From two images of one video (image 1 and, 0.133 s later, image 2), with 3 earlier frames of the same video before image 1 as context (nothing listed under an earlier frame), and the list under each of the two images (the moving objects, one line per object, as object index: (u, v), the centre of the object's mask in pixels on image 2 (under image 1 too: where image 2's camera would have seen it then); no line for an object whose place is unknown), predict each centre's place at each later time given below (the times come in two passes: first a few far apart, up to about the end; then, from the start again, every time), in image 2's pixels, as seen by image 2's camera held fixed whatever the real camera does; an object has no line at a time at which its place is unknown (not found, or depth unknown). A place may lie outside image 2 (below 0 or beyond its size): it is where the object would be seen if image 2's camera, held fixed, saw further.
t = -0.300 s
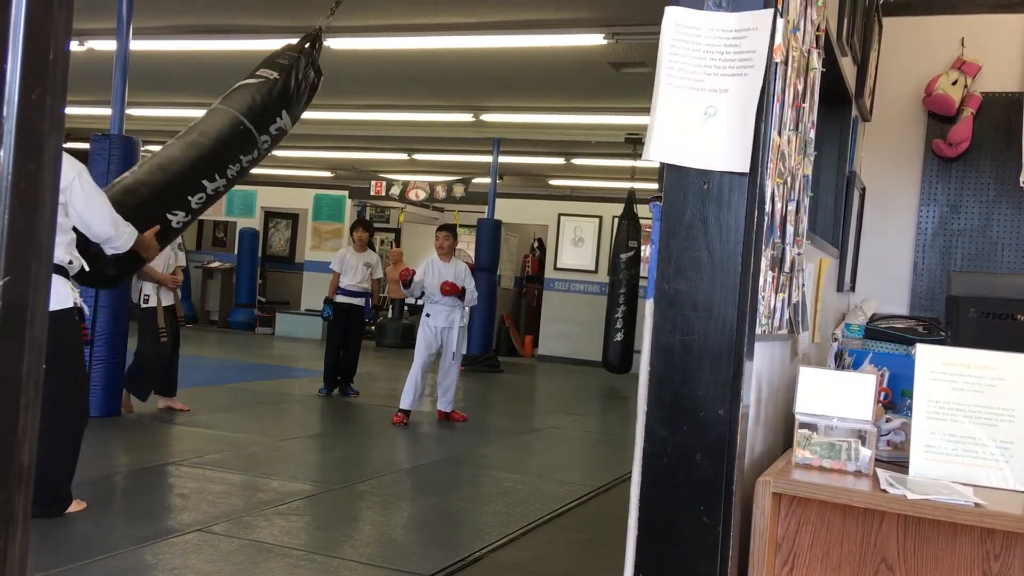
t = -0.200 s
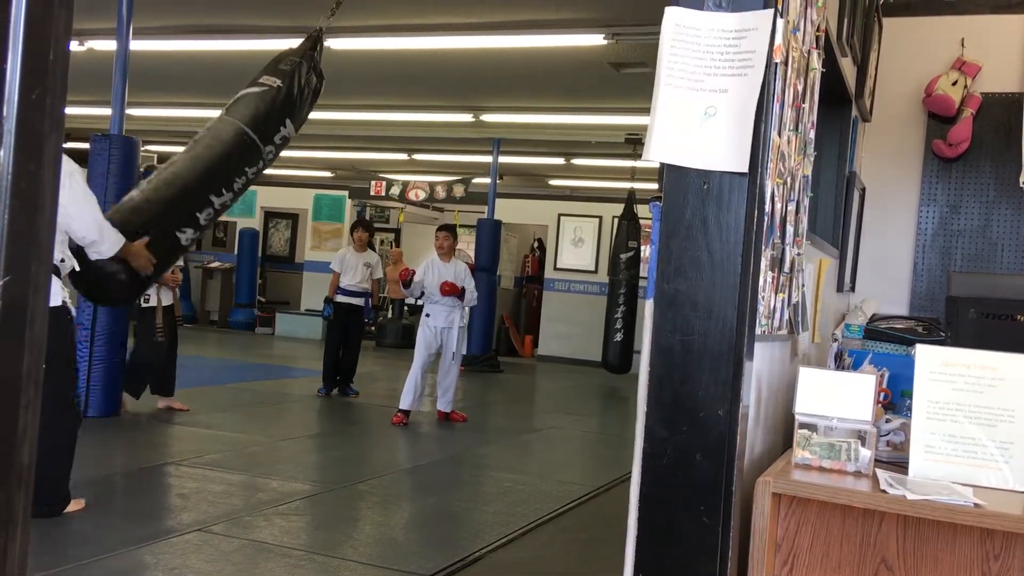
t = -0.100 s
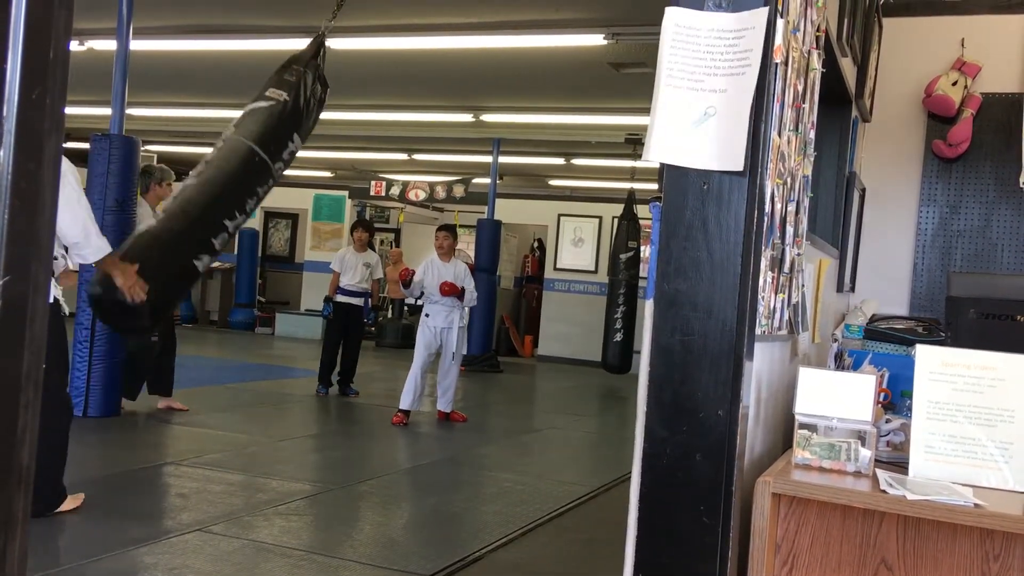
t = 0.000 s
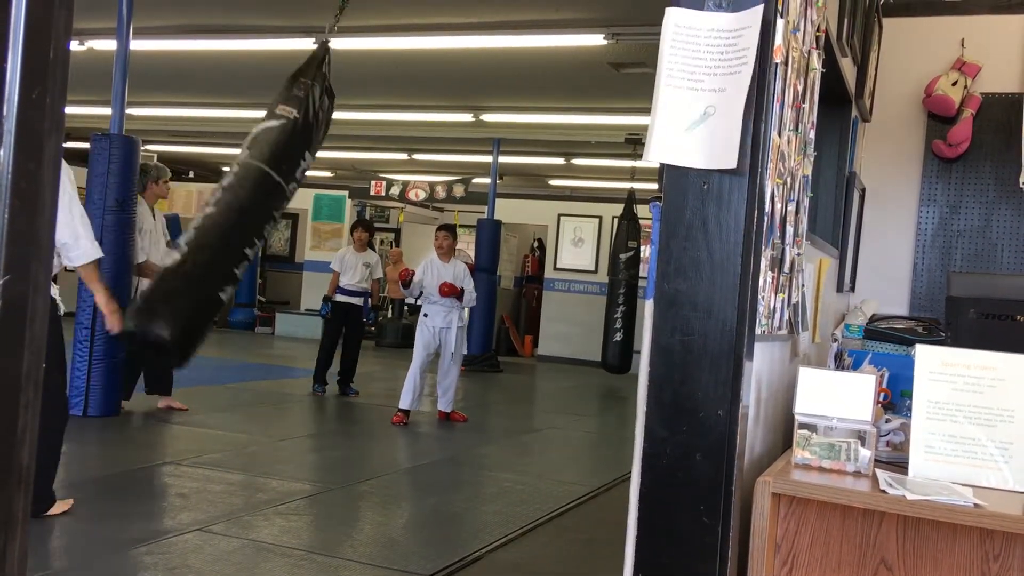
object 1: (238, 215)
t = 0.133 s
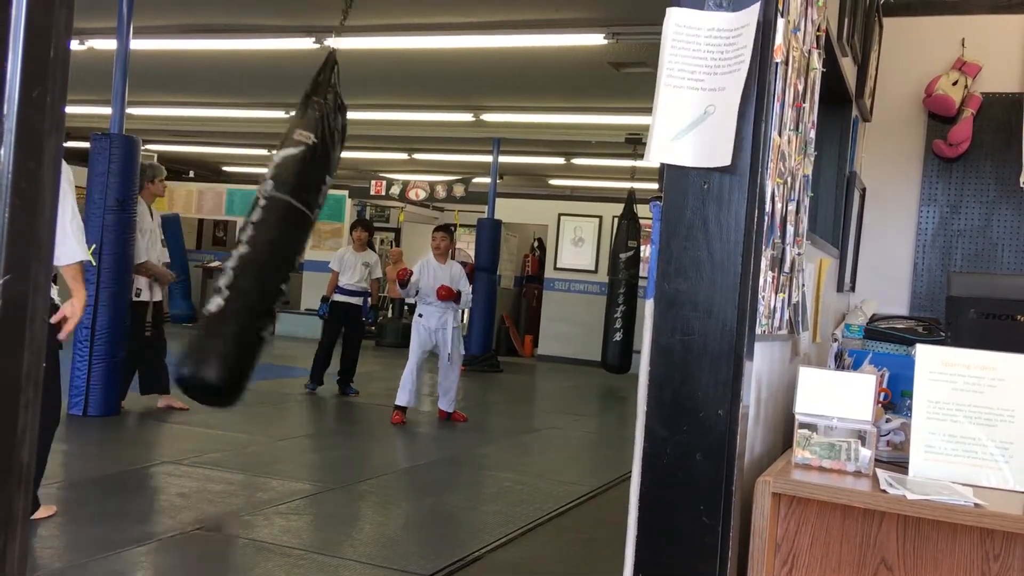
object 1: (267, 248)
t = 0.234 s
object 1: (295, 261)
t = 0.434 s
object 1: (349, 263)
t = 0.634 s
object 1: (390, 241)
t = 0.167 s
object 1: (276, 254)
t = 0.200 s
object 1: (286, 258)
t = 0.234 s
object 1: (295, 261)
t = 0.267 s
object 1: (304, 264)
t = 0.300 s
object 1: (314, 266)
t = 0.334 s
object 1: (323, 266)
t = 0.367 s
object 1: (332, 265)
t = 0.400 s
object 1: (340, 265)
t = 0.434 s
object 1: (349, 263)
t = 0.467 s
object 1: (357, 259)
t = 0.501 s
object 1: (364, 256)
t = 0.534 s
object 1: (371, 254)
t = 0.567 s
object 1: (378, 250)
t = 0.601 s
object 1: (384, 245)
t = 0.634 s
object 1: (390, 241)
